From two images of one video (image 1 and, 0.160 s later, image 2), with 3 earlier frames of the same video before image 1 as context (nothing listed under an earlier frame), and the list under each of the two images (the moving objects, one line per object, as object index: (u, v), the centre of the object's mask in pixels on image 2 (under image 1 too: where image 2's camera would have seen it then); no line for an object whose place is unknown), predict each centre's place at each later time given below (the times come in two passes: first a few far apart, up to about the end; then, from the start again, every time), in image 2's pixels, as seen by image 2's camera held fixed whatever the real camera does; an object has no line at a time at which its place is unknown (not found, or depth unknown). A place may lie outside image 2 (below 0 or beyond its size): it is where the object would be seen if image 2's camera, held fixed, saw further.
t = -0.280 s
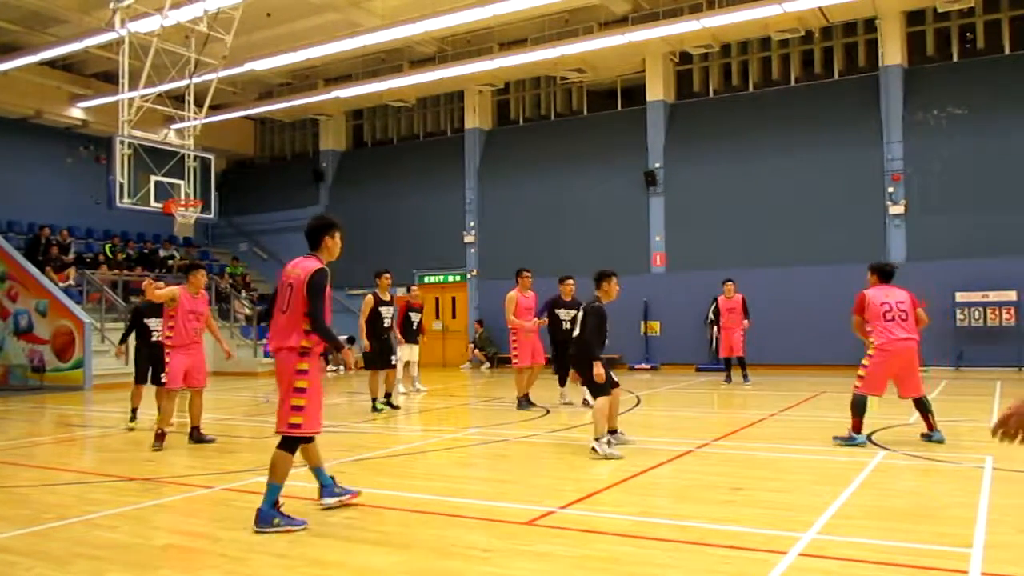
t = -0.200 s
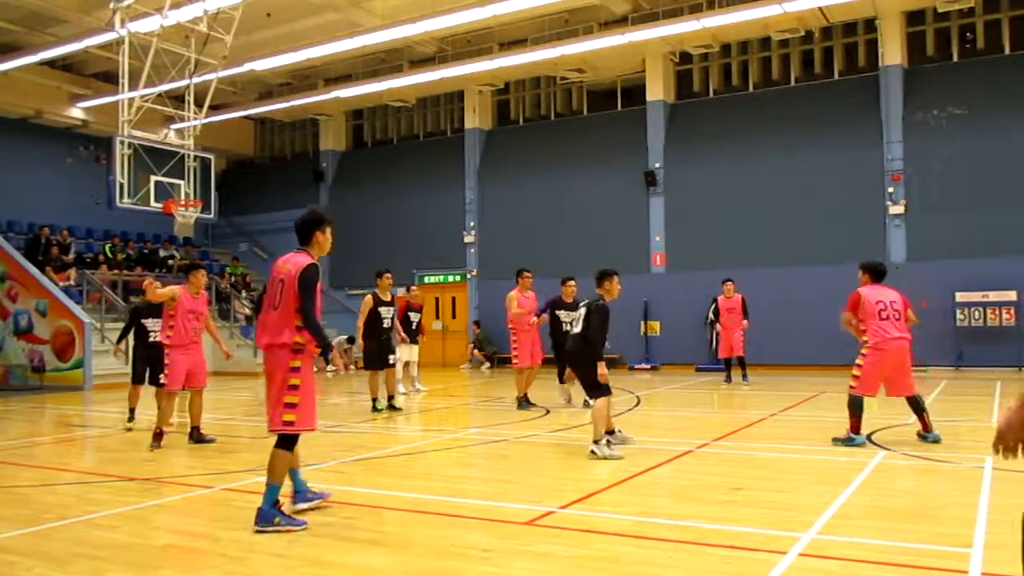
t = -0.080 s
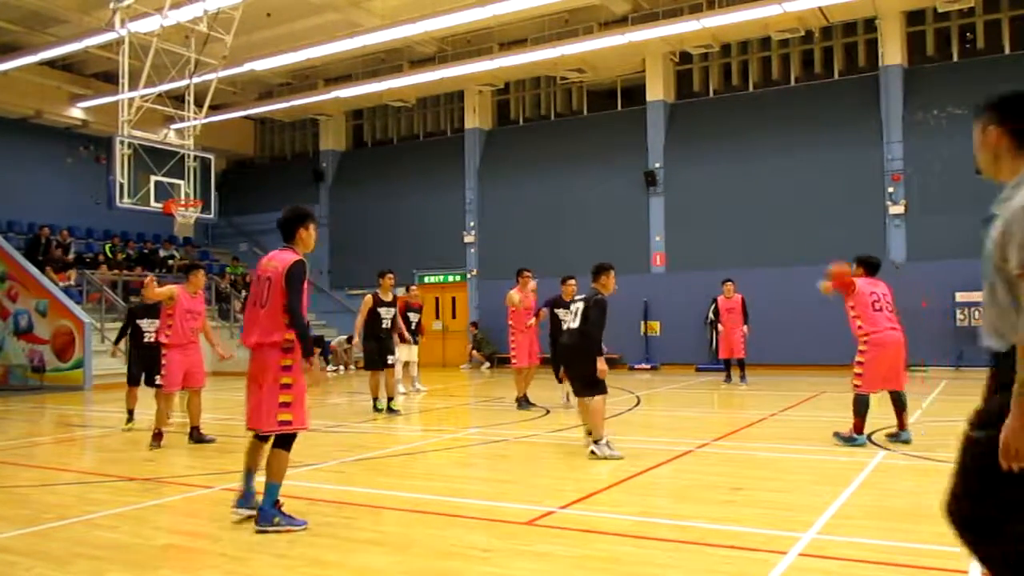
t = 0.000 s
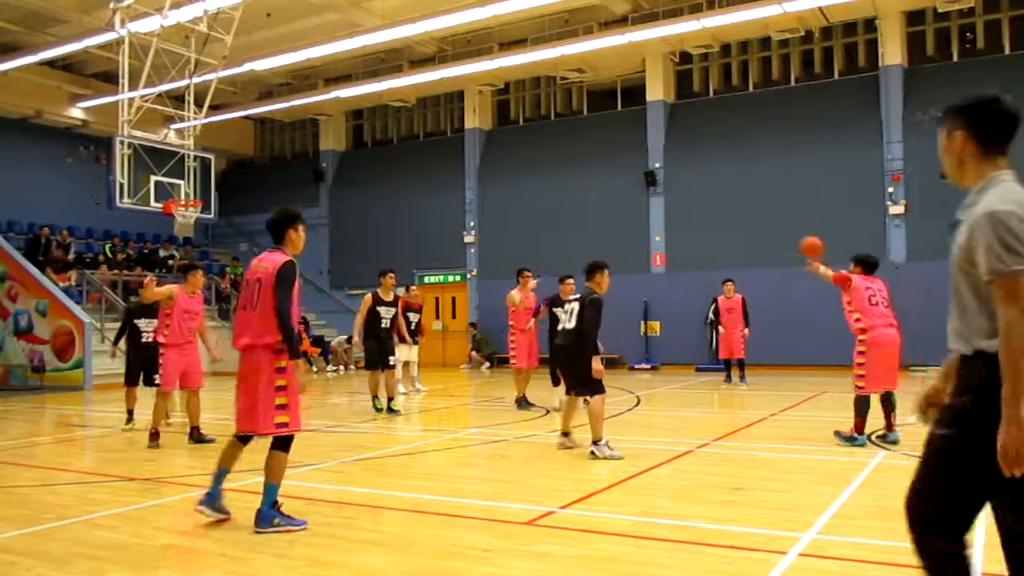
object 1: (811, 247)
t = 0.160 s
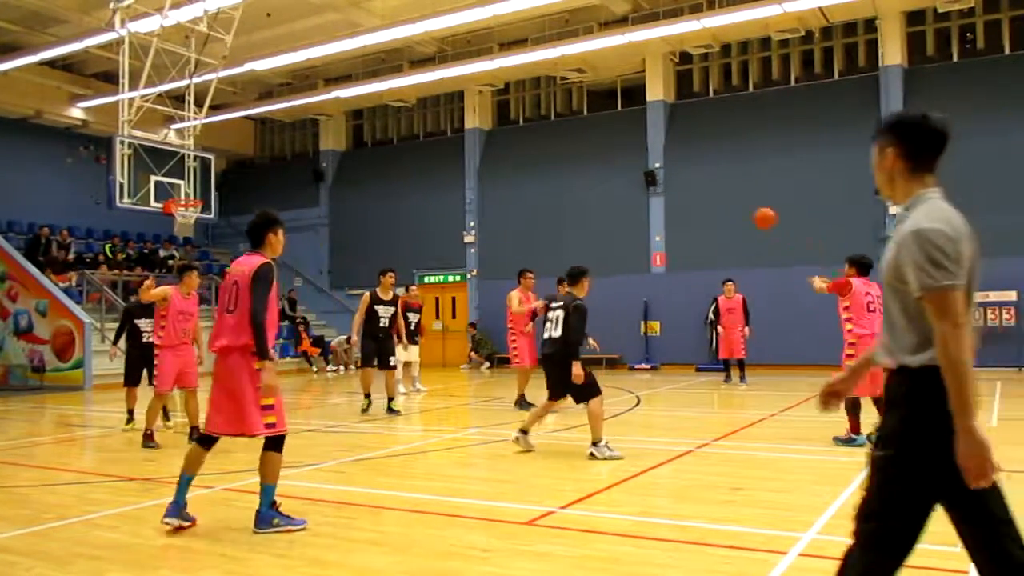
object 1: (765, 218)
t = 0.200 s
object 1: (755, 214)
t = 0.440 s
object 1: (710, 219)
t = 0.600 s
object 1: (687, 241)
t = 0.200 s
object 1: (755, 214)
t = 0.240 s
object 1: (746, 213)
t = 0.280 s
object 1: (738, 212)
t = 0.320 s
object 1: (730, 212)
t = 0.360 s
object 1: (724, 214)
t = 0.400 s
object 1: (716, 216)
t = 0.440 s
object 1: (710, 219)
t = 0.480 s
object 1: (704, 224)
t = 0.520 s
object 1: (698, 229)
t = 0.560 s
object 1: (692, 235)
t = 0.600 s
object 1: (687, 241)
